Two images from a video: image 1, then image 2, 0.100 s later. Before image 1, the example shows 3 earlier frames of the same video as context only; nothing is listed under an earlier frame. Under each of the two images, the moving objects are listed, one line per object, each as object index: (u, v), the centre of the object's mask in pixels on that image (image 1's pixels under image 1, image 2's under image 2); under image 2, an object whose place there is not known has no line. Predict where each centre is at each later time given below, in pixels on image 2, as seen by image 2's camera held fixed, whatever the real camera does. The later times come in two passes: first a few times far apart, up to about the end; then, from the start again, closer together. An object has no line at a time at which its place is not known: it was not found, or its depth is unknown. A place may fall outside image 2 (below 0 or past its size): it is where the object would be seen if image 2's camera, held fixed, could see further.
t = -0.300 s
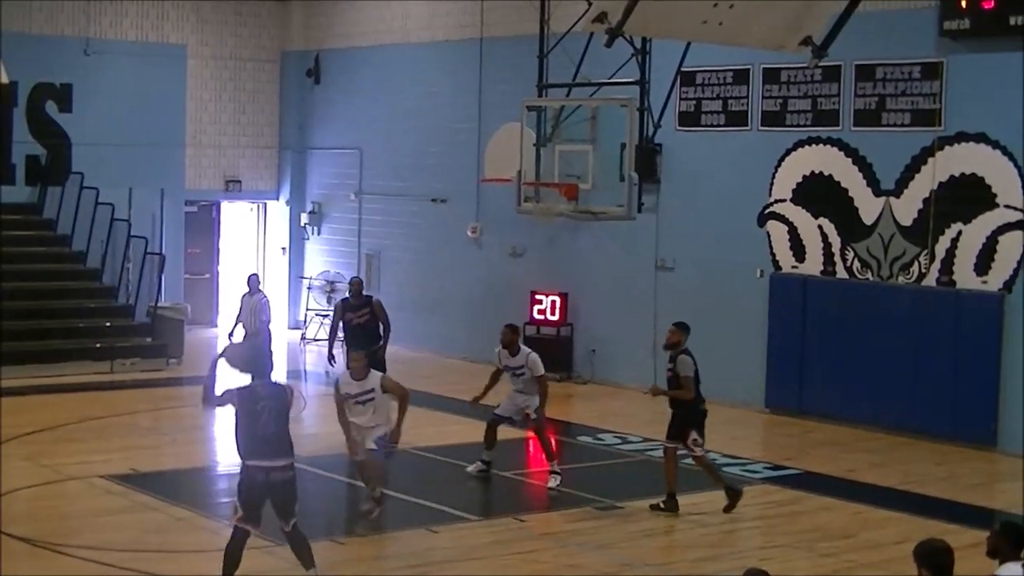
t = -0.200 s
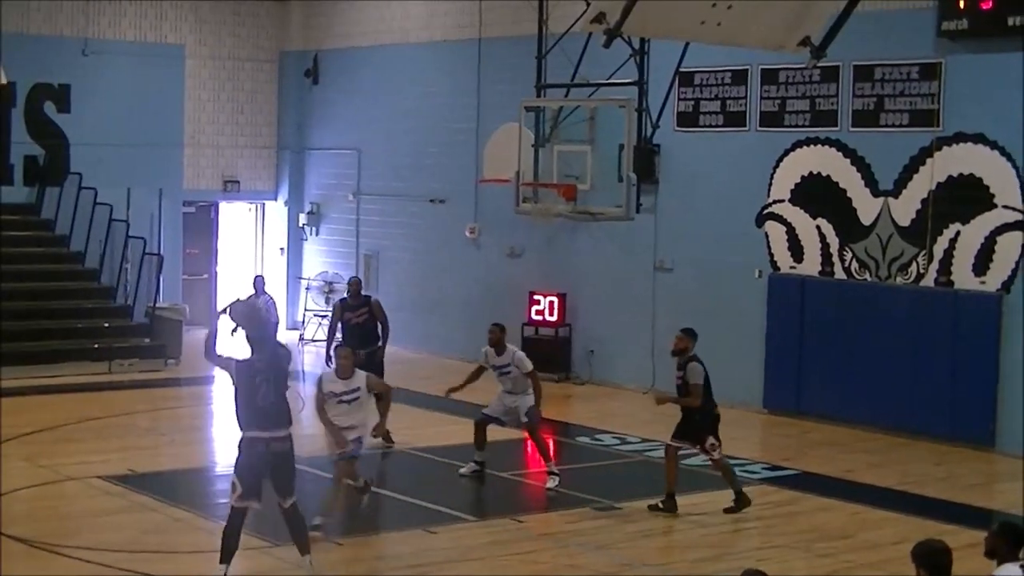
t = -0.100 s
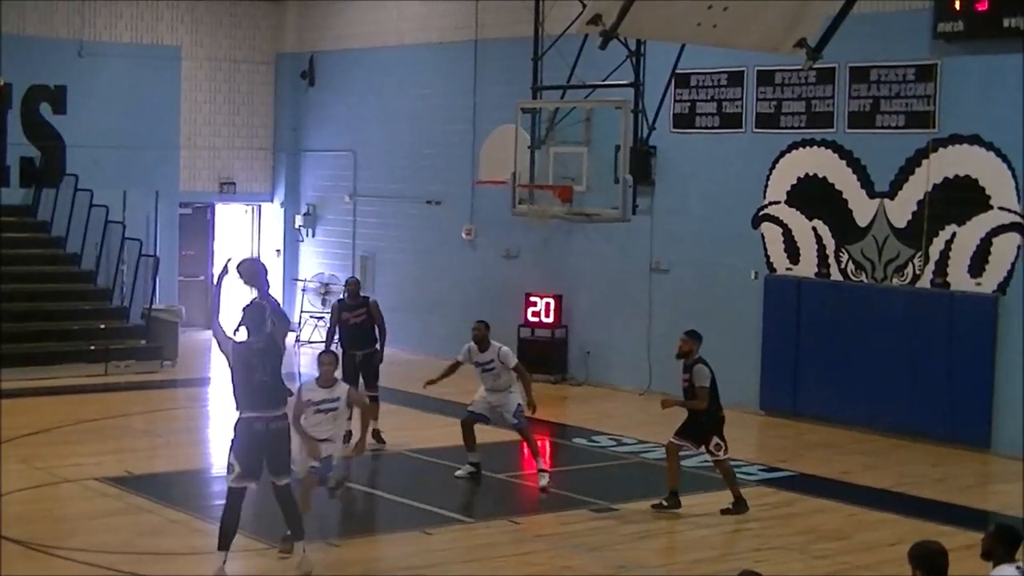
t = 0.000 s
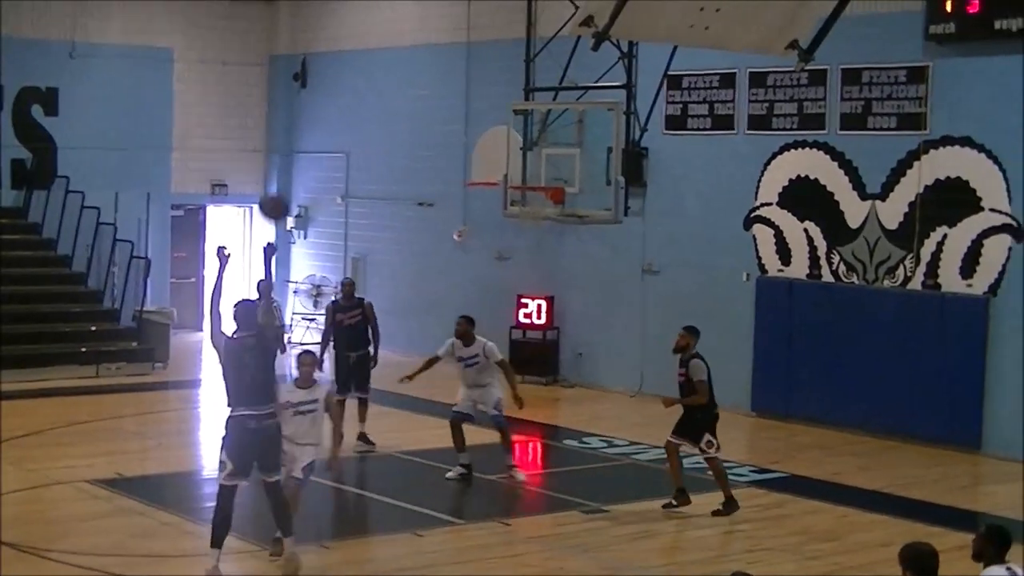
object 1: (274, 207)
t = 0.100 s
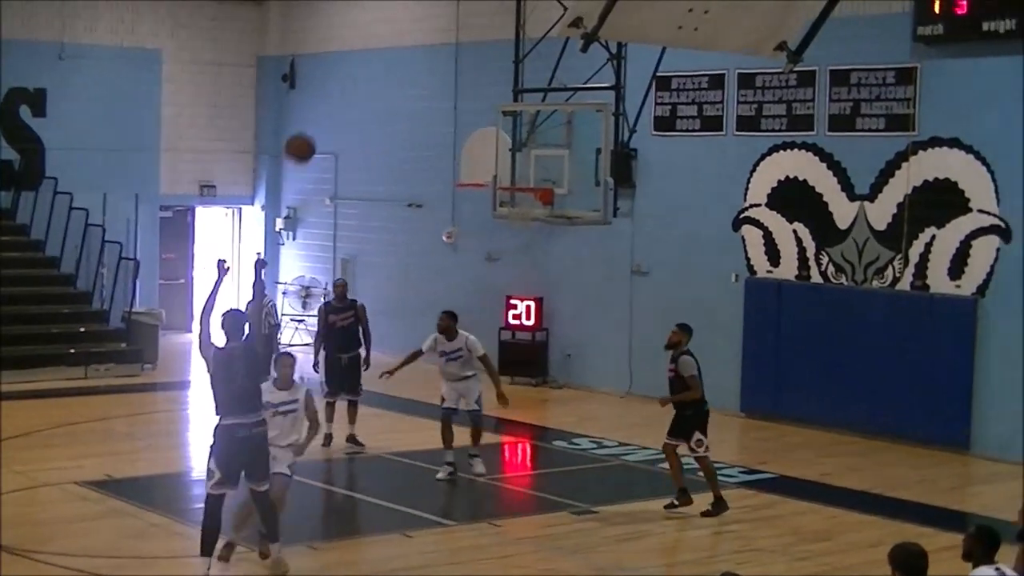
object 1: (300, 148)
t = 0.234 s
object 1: (347, 92)
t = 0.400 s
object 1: (397, 59)
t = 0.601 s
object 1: (448, 62)
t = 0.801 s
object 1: (493, 105)
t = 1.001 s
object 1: (531, 177)
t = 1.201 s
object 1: (549, 131)
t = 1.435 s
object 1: (522, 118)
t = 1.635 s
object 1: (494, 146)
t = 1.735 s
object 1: (481, 175)
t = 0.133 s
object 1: (312, 131)
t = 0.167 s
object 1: (324, 117)
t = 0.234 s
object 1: (347, 92)
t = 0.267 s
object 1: (357, 83)
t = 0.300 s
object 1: (368, 75)
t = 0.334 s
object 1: (378, 68)
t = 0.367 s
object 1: (388, 63)
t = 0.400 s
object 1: (397, 59)
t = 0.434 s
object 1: (406, 56)
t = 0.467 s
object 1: (415, 55)
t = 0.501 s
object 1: (423, 55)
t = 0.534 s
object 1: (432, 56)
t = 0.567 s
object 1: (440, 58)
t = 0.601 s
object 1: (448, 62)
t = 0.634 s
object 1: (456, 66)
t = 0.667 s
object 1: (464, 72)
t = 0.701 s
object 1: (471, 79)
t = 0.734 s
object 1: (479, 86)
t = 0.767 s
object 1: (486, 95)
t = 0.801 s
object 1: (493, 105)
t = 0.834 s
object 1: (499, 115)
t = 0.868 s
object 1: (505, 126)
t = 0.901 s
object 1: (513, 139)
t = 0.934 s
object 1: (519, 152)
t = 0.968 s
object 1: (525, 164)
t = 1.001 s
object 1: (531, 177)
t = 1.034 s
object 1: (536, 169)
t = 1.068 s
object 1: (541, 159)
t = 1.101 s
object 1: (546, 151)
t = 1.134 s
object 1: (551, 143)
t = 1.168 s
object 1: (552, 136)
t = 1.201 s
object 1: (549, 131)
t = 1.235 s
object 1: (545, 127)
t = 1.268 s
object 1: (541, 122)
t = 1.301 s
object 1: (537, 119)
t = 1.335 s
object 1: (533, 118)
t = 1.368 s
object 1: (529, 117)
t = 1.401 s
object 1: (526, 116)
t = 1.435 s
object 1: (522, 118)
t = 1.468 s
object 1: (517, 119)
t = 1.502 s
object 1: (512, 122)
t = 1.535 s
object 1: (507, 126)
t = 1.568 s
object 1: (503, 132)
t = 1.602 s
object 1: (499, 138)
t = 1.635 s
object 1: (494, 146)
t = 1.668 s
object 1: (490, 154)
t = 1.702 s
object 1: (485, 164)
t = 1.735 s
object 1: (481, 175)
